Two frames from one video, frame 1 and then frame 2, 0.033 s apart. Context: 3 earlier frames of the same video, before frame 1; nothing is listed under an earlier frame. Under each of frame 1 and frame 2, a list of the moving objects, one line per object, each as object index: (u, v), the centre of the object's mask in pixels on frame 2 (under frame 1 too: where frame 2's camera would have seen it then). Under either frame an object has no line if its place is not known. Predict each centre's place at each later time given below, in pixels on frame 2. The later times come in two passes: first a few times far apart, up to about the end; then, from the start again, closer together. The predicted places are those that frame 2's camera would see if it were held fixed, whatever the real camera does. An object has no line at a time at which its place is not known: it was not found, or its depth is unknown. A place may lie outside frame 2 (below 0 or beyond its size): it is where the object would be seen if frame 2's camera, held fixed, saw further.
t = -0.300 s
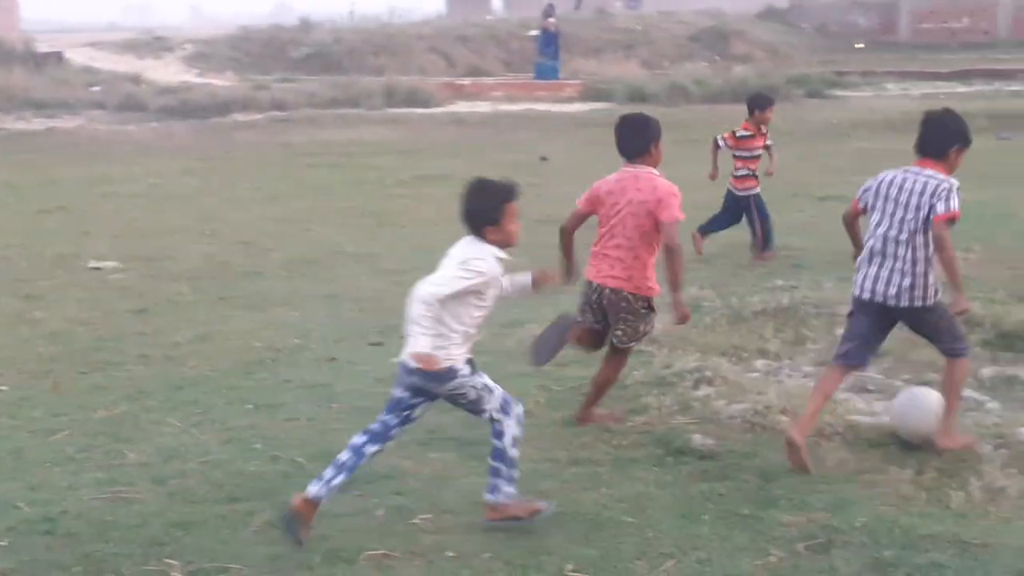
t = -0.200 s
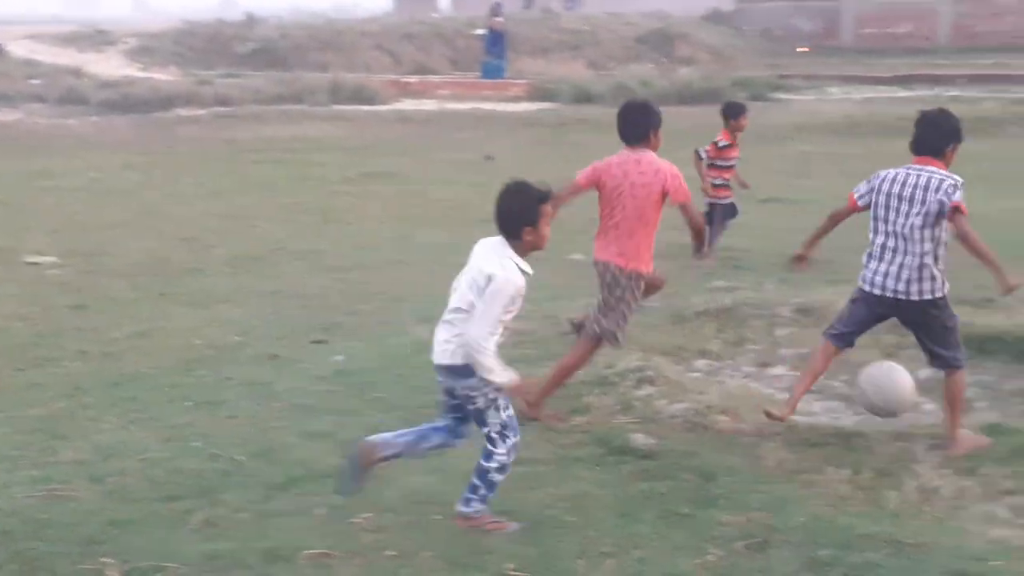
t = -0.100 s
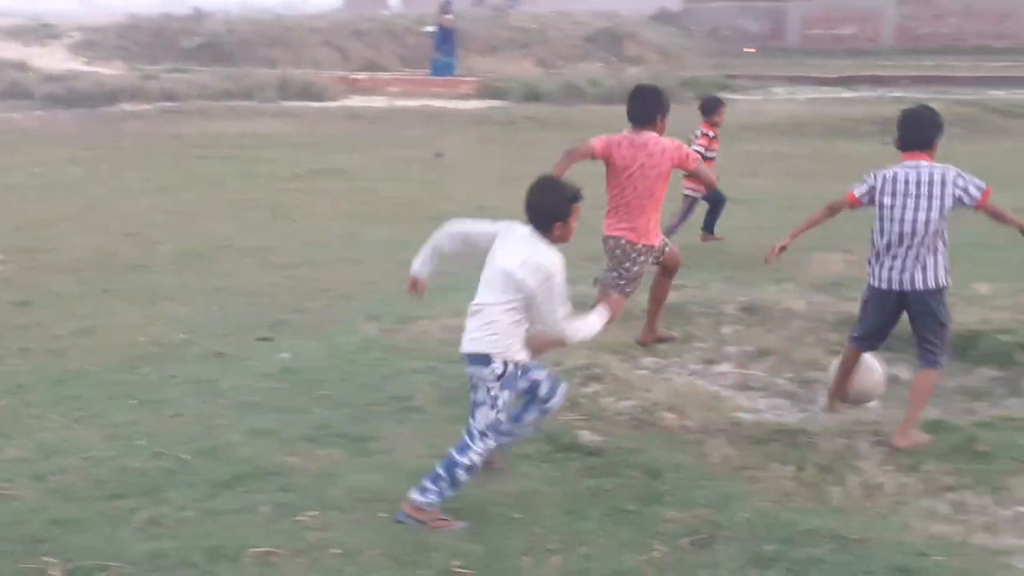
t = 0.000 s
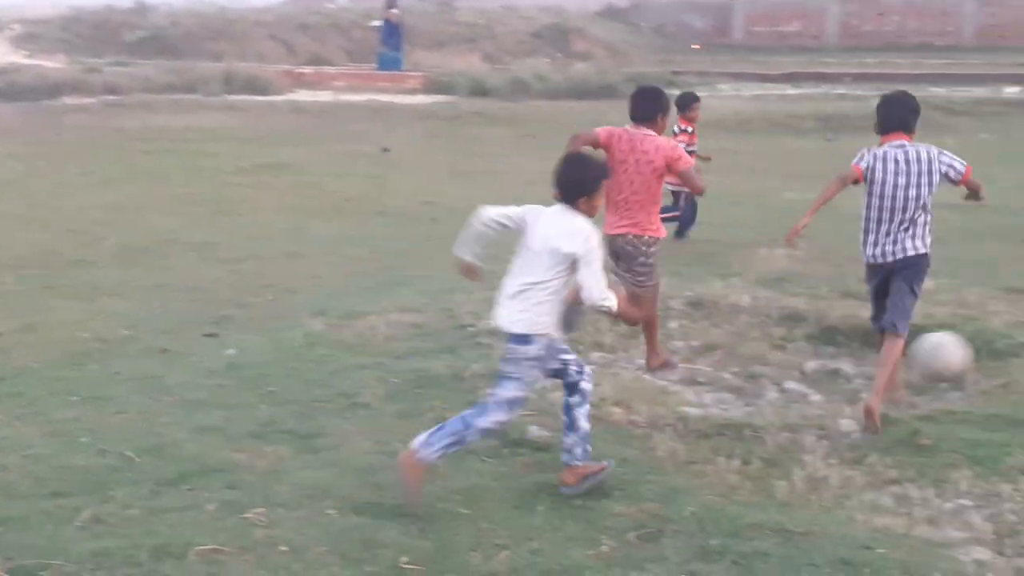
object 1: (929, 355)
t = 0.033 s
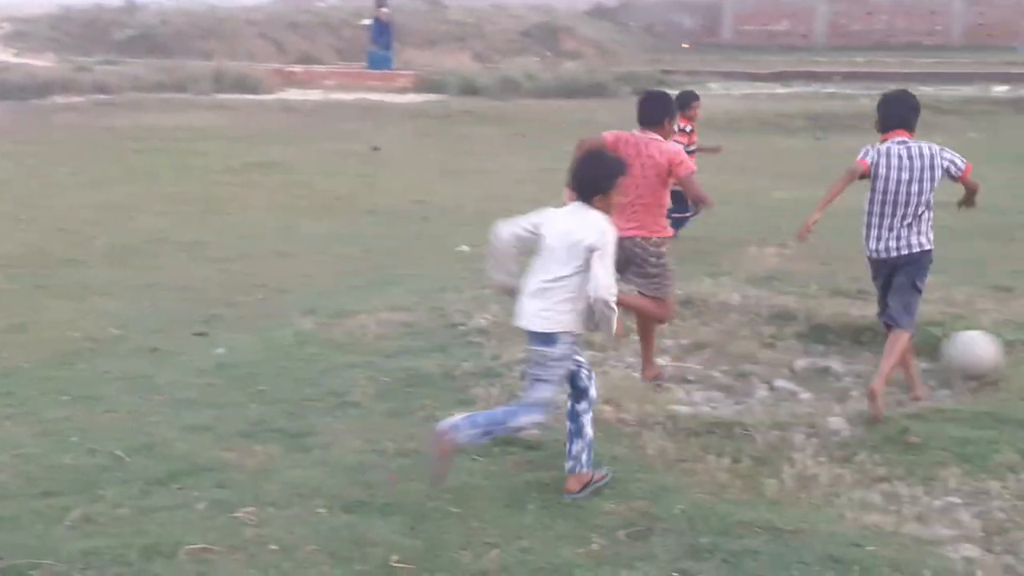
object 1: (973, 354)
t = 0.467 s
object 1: (1238, 293)
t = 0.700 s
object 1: (1338, 253)
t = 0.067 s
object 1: (1009, 350)
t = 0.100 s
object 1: (1028, 336)
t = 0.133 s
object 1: (1049, 321)
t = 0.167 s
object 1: (1072, 311)
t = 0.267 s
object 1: (1133, 296)
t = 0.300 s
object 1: (1152, 294)
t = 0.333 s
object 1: (1170, 296)
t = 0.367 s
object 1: (1187, 299)
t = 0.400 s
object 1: (1206, 307)
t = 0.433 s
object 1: (1222, 308)
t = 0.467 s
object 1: (1238, 293)
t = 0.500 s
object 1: (1253, 280)
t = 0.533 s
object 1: (1267, 269)
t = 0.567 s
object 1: (1282, 262)
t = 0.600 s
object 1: (1296, 256)
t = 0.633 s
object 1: (1311, 253)
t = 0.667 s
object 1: (1326, 252)
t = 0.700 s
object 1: (1338, 253)
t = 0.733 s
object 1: (1352, 256)
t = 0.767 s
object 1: (1365, 261)
